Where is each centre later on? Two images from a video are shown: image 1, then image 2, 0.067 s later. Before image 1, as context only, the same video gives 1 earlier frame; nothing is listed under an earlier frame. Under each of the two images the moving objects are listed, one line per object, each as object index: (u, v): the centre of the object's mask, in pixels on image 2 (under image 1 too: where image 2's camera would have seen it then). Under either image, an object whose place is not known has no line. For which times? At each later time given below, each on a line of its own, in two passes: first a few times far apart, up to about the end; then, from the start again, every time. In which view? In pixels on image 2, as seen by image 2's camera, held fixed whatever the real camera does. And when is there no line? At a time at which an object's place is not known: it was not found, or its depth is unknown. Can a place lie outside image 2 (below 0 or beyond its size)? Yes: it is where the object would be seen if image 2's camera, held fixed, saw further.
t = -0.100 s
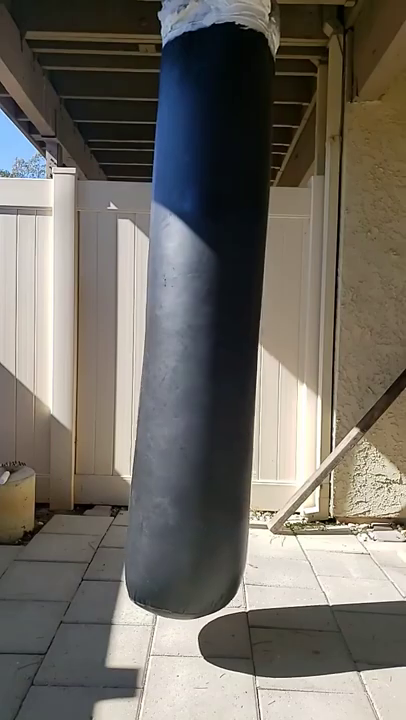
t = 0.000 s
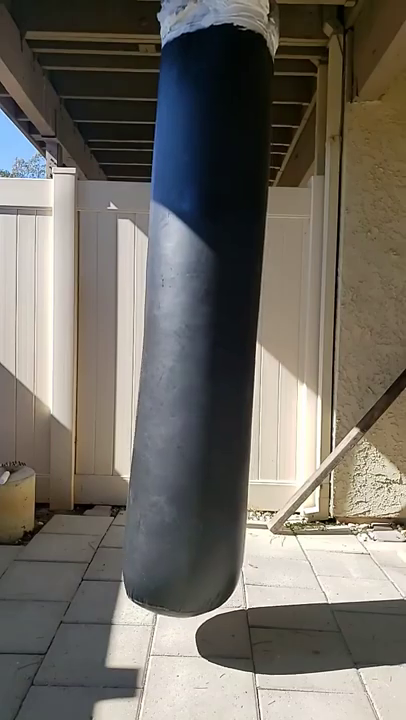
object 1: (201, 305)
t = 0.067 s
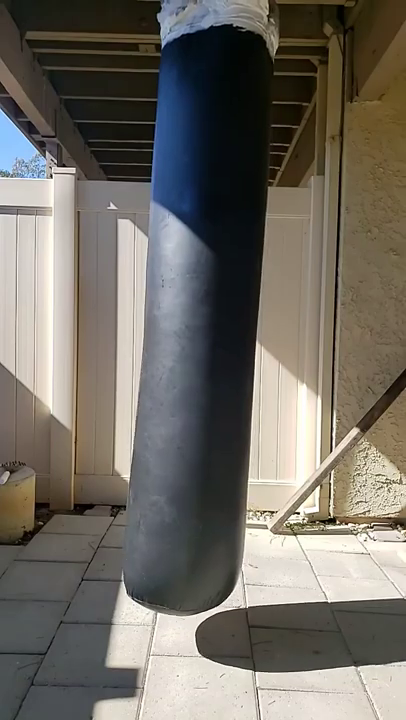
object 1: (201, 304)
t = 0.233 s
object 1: (204, 301)
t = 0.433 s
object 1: (213, 297)
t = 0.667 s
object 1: (229, 292)
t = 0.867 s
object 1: (242, 289)
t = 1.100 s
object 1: (256, 288)
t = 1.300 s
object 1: (263, 289)
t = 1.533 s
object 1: (264, 292)
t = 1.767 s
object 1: (258, 298)
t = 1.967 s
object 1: (246, 303)
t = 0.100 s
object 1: (201, 303)
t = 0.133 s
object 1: (202, 303)
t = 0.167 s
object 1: (202, 302)
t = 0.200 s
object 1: (203, 302)
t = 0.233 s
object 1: (204, 301)
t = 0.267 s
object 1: (205, 300)
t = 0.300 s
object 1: (207, 299)
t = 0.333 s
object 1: (208, 299)
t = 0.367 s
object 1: (210, 298)
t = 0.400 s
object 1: (212, 297)
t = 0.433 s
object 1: (213, 297)
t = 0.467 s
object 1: (216, 296)
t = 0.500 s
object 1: (217, 295)
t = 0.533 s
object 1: (220, 295)
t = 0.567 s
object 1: (222, 294)
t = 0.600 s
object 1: (224, 293)
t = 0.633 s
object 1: (226, 293)
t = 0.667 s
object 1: (229, 292)
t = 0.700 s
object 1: (231, 291)
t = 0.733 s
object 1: (233, 291)
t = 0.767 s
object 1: (236, 290)
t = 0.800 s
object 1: (238, 290)
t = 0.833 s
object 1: (240, 289)
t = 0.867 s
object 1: (242, 289)
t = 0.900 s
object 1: (245, 289)
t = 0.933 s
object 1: (247, 288)
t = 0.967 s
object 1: (249, 288)
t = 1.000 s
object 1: (251, 288)
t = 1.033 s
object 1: (252, 288)
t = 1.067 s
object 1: (254, 288)
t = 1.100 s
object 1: (256, 288)
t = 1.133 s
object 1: (257, 288)
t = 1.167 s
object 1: (259, 288)
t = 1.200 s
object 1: (260, 288)
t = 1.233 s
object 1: (261, 288)
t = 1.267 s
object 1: (262, 289)
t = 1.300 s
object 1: (263, 289)
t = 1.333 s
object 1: (264, 289)
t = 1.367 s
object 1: (264, 290)
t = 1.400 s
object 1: (265, 290)
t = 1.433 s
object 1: (265, 291)
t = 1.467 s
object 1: (265, 291)
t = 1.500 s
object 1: (265, 292)
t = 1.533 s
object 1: (264, 292)
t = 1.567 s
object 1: (264, 293)
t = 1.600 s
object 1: (263, 294)
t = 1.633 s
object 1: (263, 294)
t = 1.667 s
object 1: (262, 295)
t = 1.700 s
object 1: (261, 296)
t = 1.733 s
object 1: (259, 297)
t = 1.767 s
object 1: (258, 298)
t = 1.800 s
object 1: (256, 298)
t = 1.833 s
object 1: (254, 299)
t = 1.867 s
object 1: (252, 300)
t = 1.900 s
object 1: (251, 301)
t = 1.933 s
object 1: (248, 302)
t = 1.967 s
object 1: (246, 303)
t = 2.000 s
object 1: (244, 303)
